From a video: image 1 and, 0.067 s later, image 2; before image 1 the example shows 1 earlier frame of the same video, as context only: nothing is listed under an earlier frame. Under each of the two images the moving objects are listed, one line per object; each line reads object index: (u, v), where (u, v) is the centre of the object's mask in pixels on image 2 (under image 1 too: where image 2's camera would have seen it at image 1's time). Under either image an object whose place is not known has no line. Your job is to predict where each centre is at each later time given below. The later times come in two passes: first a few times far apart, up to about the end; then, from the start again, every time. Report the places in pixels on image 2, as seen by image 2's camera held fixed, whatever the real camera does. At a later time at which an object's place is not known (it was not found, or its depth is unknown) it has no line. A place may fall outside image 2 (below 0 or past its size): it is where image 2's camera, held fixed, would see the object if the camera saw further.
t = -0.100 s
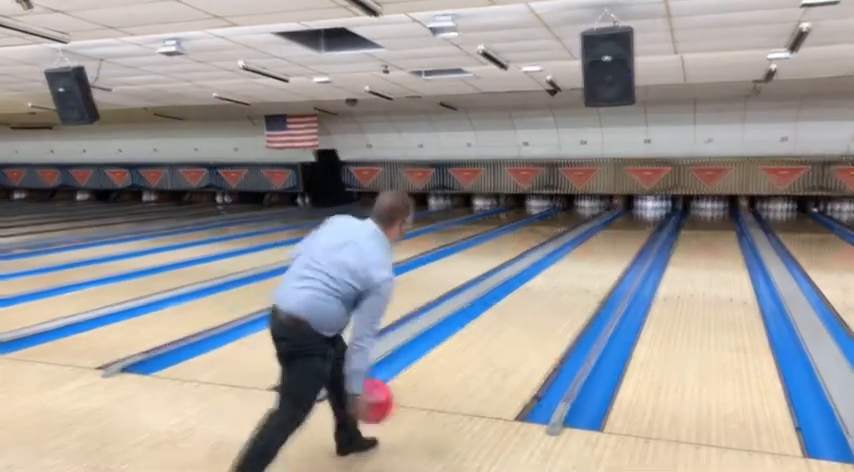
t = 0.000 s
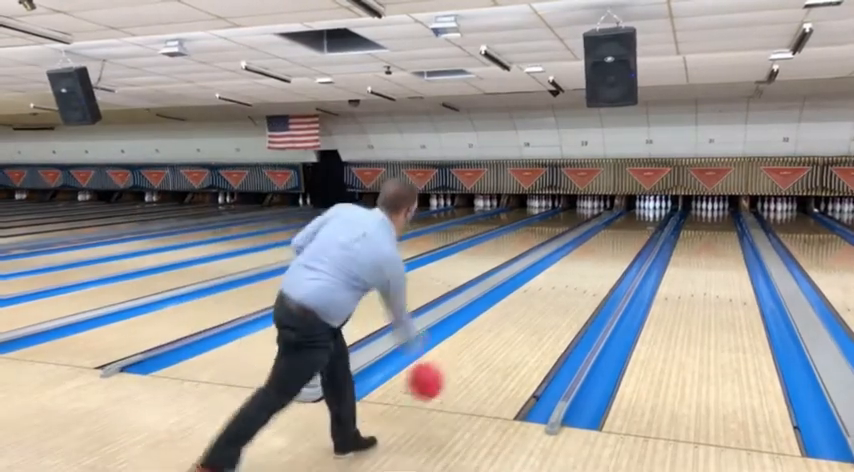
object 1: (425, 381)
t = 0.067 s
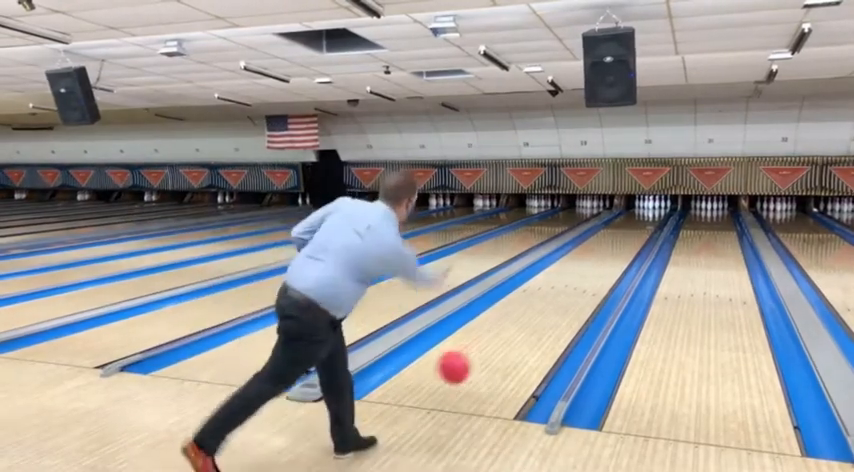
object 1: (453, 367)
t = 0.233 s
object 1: (504, 341)
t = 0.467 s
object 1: (546, 299)
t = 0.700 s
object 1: (571, 274)
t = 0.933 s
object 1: (592, 255)
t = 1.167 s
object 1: (605, 243)
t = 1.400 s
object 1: (614, 232)
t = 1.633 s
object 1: (622, 224)
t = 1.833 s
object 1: (629, 218)
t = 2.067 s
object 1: (634, 214)
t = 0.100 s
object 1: (465, 363)
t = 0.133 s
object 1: (476, 362)
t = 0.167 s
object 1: (485, 362)
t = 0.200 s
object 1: (502, 351)
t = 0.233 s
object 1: (504, 341)
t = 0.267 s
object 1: (511, 333)
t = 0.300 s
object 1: (518, 330)
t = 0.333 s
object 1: (518, 318)
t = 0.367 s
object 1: (529, 315)
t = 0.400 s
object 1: (537, 311)
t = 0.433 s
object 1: (539, 302)
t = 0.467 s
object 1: (546, 299)
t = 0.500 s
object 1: (549, 295)
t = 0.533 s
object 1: (553, 290)
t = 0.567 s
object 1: (558, 287)
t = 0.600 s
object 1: (560, 284)
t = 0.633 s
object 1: (565, 280)
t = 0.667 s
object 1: (569, 276)
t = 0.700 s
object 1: (571, 274)
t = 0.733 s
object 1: (575, 271)
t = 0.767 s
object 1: (577, 268)
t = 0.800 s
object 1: (580, 265)
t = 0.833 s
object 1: (584, 263)
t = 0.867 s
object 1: (585, 261)
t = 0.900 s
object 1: (588, 258)
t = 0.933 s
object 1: (592, 255)
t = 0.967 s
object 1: (591, 253)
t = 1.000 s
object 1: (595, 252)
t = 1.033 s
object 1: (598, 249)
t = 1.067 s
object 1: (598, 247)
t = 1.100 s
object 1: (599, 247)
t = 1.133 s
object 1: (603, 244)
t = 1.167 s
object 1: (605, 243)
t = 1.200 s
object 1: (606, 240)
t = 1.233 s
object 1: (607, 240)
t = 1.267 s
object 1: (610, 237)
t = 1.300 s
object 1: (611, 237)
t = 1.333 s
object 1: (613, 233)
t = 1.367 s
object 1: (614, 233)
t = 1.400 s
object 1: (614, 232)
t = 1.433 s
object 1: (615, 230)
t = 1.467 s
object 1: (616, 230)
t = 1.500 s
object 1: (619, 228)
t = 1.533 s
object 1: (619, 227)
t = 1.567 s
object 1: (620, 226)
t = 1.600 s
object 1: (621, 225)
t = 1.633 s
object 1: (622, 224)
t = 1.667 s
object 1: (624, 222)
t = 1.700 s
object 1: (626, 221)
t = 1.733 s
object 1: (626, 221)
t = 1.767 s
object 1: (627, 220)
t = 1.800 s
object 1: (628, 218)
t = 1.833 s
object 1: (629, 218)
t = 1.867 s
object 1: (629, 218)
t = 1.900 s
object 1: (628, 218)
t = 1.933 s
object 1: (631, 216)
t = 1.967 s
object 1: (631, 215)
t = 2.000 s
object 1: (633, 215)
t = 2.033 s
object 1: (634, 214)
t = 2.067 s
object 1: (634, 214)
